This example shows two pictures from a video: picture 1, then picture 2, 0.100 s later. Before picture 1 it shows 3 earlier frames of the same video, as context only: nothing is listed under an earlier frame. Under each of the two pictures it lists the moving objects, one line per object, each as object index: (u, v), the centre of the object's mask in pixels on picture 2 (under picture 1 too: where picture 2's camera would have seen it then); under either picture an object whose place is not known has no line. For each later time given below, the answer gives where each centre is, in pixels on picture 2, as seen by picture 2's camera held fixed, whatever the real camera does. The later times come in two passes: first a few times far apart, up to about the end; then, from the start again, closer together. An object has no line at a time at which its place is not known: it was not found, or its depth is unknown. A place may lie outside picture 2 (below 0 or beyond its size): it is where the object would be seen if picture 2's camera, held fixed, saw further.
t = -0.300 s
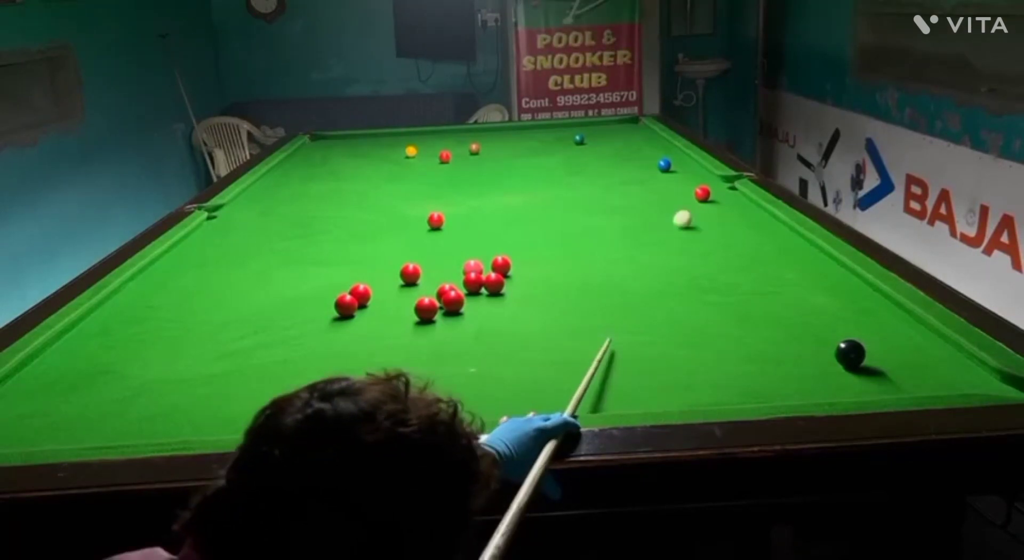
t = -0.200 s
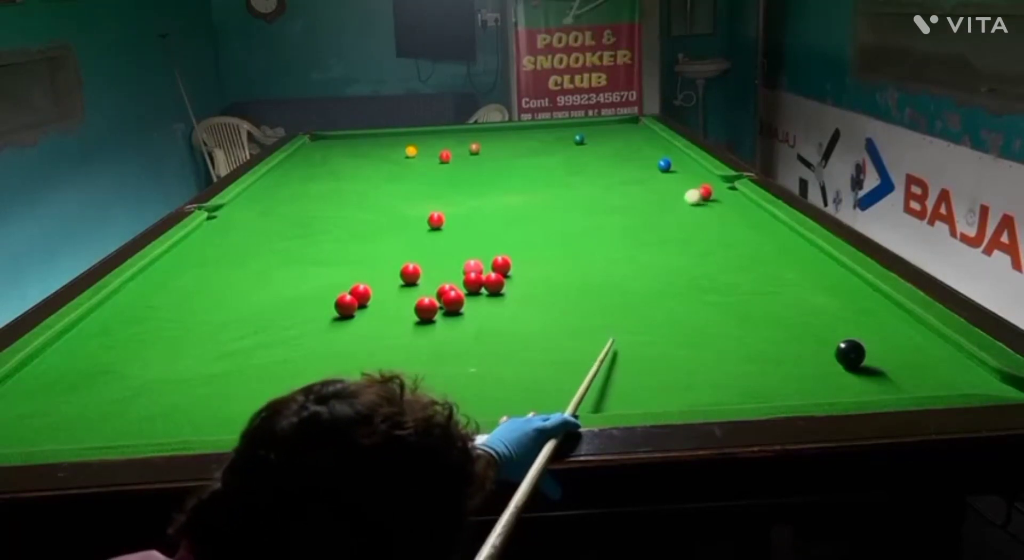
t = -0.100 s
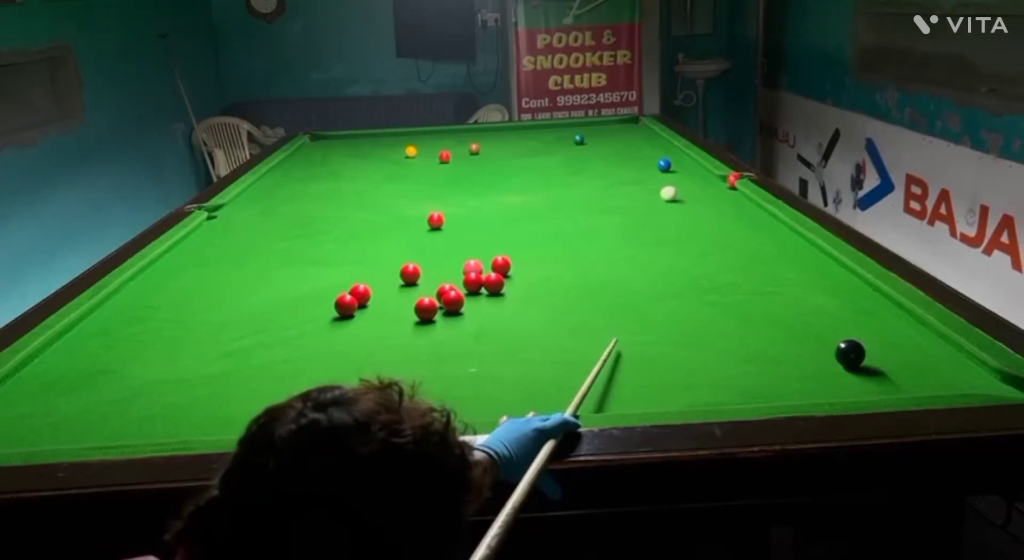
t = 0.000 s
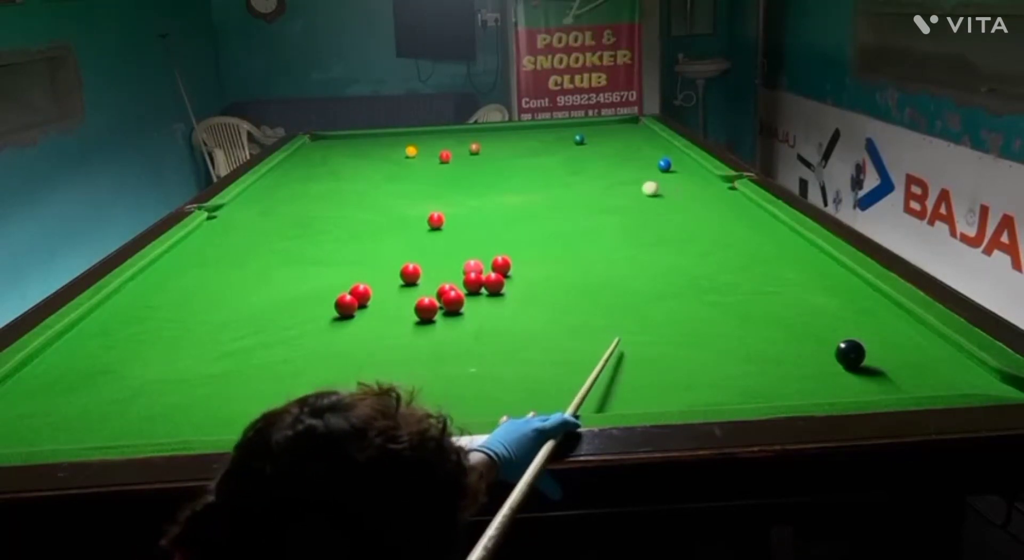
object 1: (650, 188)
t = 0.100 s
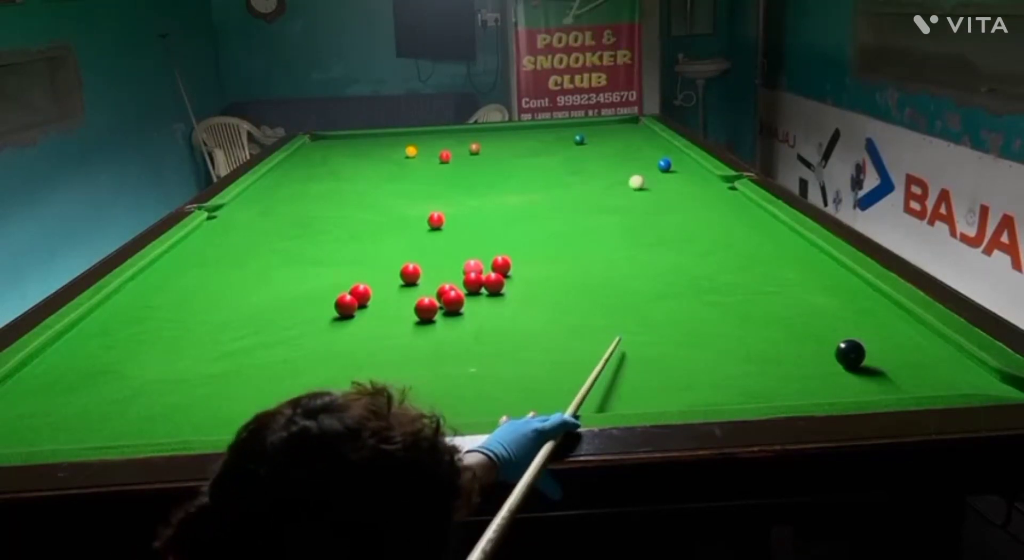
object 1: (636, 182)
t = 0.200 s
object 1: (624, 176)
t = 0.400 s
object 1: (602, 166)
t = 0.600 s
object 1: (584, 157)
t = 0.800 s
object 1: (568, 150)
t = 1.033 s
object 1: (552, 142)
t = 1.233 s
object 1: (540, 136)
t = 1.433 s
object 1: (529, 131)
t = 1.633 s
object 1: (520, 126)
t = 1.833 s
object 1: (516, 130)
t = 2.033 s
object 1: (513, 134)
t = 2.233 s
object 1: (510, 138)
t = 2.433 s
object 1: (507, 142)
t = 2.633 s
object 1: (504, 147)
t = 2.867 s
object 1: (500, 152)
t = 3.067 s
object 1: (497, 156)
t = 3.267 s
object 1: (494, 160)
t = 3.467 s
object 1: (491, 164)
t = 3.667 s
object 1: (488, 168)
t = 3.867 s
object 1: (485, 172)
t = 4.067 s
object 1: (482, 176)
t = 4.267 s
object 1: (478, 180)
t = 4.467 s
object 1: (475, 184)
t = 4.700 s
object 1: (471, 189)
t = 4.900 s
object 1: (468, 192)
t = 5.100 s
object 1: (465, 195)
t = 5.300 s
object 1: (462, 198)
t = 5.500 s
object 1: (460, 201)
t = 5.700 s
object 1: (458, 204)
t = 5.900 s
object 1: (455, 206)
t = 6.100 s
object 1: (453, 207)
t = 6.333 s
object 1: (452, 209)
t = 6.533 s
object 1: (451, 210)
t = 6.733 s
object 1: (451, 211)
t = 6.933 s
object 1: (450, 211)
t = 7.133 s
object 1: (450, 211)
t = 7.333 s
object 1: (450, 211)
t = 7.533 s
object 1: (450, 211)
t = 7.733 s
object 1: (450, 211)
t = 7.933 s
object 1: (450, 211)
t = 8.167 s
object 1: (450, 211)
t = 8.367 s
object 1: (450, 211)
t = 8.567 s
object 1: (450, 211)
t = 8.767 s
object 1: (450, 211)
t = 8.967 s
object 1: (450, 211)
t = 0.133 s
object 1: (632, 180)
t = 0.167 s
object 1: (628, 178)
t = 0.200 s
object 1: (624, 176)
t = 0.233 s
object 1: (620, 174)
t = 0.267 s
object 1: (616, 173)
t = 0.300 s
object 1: (612, 171)
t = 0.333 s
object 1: (609, 169)
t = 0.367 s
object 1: (605, 167)
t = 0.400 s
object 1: (602, 166)
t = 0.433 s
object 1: (599, 165)
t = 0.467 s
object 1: (596, 163)
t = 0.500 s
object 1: (593, 161)
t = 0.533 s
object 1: (589, 160)
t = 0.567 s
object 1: (587, 159)
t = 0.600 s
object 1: (584, 157)
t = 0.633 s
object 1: (581, 156)
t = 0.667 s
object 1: (578, 155)
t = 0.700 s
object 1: (575, 153)
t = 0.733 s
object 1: (573, 152)
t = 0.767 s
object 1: (570, 151)
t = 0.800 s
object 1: (568, 150)
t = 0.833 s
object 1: (565, 148)
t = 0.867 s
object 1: (563, 147)
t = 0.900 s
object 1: (561, 146)
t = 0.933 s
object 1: (558, 145)
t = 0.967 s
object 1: (556, 144)
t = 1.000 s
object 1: (554, 143)
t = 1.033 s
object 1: (552, 142)
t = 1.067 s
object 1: (550, 141)
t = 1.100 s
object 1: (547, 140)
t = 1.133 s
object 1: (545, 139)
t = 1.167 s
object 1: (543, 138)
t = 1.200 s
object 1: (542, 137)
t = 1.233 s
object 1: (540, 136)
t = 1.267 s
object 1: (538, 135)
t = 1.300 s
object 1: (536, 134)
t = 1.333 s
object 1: (534, 133)
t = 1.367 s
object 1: (533, 132)
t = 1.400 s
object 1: (531, 132)
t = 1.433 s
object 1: (529, 131)
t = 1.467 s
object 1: (527, 130)
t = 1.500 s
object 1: (526, 129)
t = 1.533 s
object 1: (524, 129)
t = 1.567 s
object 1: (523, 128)
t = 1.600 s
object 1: (521, 127)
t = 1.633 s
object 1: (520, 126)
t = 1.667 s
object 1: (519, 126)
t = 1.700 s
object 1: (518, 127)
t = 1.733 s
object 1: (518, 127)
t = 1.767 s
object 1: (517, 128)
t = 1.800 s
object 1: (517, 129)
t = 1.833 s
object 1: (516, 130)
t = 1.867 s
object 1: (516, 130)
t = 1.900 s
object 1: (515, 131)
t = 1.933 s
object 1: (515, 132)
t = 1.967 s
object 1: (514, 133)
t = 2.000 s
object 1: (514, 133)
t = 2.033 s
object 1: (513, 134)
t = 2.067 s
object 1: (513, 135)
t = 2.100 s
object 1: (513, 135)
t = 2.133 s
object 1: (512, 136)
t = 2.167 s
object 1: (511, 137)
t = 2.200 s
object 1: (511, 138)
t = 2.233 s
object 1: (510, 138)
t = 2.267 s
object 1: (510, 139)
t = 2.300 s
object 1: (510, 139)
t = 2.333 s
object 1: (509, 140)
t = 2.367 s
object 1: (508, 141)
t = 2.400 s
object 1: (508, 142)
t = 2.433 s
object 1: (507, 142)
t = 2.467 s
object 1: (507, 143)
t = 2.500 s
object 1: (506, 144)
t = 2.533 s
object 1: (506, 144)
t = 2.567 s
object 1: (505, 145)
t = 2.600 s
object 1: (504, 146)
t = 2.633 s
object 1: (504, 147)
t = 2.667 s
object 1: (503, 147)
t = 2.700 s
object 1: (503, 148)
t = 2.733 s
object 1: (502, 149)
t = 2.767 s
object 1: (502, 150)
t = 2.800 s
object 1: (502, 150)
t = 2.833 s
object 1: (501, 151)
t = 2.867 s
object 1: (500, 152)
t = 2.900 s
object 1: (500, 152)
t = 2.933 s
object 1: (499, 153)
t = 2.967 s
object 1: (499, 154)
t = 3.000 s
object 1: (498, 154)
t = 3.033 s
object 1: (498, 155)
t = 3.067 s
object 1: (497, 156)
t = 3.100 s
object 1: (497, 157)
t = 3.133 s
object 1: (496, 157)
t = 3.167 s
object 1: (496, 158)
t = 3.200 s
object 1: (495, 159)
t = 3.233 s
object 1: (495, 159)
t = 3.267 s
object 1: (494, 160)
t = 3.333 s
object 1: (493, 161)
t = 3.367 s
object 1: (493, 162)
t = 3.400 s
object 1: (492, 163)
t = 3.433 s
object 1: (492, 163)
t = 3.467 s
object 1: (491, 164)
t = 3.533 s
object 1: (490, 166)
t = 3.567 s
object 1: (490, 166)
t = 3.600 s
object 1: (489, 167)
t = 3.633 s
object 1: (489, 167)
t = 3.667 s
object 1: (488, 168)
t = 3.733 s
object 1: (487, 170)
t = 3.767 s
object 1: (486, 170)
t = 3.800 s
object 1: (486, 171)
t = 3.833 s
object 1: (485, 172)
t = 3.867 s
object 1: (485, 172)
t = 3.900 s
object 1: (484, 173)
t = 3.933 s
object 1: (484, 174)
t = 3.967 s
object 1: (483, 174)
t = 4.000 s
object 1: (483, 175)
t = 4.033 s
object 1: (482, 176)
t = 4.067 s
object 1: (482, 176)
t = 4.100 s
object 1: (481, 177)
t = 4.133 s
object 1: (480, 178)
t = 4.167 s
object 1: (480, 178)
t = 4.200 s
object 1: (479, 179)
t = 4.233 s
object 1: (479, 180)
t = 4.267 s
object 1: (478, 180)
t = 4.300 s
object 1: (478, 181)
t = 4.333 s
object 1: (477, 181)
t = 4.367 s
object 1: (476, 182)
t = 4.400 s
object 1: (476, 183)
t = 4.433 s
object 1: (475, 183)
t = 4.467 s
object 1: (475, 184)
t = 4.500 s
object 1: (474, 185)
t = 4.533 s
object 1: (474, 185)
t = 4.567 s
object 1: (473, 186)
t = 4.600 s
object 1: (473, 186)
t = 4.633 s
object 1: (472, 187)
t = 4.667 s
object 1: (471, 188)
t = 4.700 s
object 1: (471, 189)
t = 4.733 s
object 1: (470, 189)
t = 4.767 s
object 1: (470, 190)
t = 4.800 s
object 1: (469, 190)
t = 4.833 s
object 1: (469, 191)
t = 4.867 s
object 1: (468, 191)
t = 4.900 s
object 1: (468, 192)
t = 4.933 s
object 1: (468, 192)
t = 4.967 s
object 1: (467, 193)
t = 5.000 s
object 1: (467, 193)
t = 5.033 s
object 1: (466, 194)
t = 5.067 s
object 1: (465, 194)
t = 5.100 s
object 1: (465, 195)
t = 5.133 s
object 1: (464, 196)
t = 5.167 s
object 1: (464, 196)
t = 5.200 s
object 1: (463, 197)
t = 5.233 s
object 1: (463, 197)
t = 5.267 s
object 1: (463, 198)
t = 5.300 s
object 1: (462, 198)
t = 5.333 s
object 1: (462, 199)
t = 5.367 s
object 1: (462, 199)
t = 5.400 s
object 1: (461, 200)
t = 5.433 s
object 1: (461, 200)
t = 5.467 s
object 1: (460, 201)
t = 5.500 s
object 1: (460, 201)
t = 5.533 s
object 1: (460, 202)
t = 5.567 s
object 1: (459, 202)
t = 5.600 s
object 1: (459, 203)
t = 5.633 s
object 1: (458, 203)
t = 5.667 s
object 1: (458, 203)
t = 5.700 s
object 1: (458, 204)
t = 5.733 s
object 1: (457, 204)
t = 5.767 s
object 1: (457, 204)
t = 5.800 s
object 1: (456, 205)
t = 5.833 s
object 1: (456, 205)
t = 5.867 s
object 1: (456, 205)
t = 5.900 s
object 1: (455, 206)
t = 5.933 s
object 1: (455, 206)
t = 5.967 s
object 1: (455, 206)
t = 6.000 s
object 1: (454, 207)
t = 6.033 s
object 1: (454, 207)
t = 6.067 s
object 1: (454, 207)
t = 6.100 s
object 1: (453, 207)
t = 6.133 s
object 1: (453, 208)
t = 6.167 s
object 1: (453, 208)
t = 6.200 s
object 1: (453, 208)
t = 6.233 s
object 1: (453, 208)
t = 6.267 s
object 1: (452, 209)
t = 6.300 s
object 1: (452, 209)
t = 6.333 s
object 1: (452, 209)
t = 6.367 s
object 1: (452, 209)
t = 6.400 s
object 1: (452, 209)
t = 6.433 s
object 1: (452, 210)
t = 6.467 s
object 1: (451, 210)
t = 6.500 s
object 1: (451, 210)
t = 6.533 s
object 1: (451, 210)
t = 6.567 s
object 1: (451, 210)
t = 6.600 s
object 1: (451, 210)
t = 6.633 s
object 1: (451, 210)
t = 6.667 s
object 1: (451, 210)
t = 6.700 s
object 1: (451, 210)
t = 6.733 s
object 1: (451, 211)
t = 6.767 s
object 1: (451, 211)
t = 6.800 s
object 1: (451, 211)
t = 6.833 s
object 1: (451, 211)
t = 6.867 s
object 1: (450, 211)
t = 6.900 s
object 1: (450, 211)
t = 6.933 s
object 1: (450, 211)
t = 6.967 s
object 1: (450, 211)
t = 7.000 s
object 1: (450, 211)
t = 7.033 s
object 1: (450, 211)
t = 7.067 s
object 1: (450, 211)
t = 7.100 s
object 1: (450, 211)
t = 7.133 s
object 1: (450, 211)
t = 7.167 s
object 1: (450, 211)
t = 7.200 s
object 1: (450, 211)
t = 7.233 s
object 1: (450, 211)
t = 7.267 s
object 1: (450, 211)
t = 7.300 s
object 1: (450, 211)
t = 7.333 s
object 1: (450, 211)
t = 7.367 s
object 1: (450, 211)
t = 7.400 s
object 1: (450, 211)
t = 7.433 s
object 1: (450, 211)
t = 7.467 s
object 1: (450, 211)
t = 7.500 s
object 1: (450, 211)
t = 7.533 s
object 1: (450, 211)
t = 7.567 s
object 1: (450, 211)
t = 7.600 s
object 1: (450, 211)
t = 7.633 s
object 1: (450, 211)
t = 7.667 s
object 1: (450, 211)
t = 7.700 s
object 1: (450, 211)
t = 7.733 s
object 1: (450, 211)
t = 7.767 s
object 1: (450, 211)
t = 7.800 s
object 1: (450, 211)
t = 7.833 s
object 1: (450, 211)
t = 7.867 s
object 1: (450, 211)
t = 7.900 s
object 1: (450, 211)
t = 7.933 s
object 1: (450, 211)
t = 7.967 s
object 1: (450, 211)
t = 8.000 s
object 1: (450, 211)
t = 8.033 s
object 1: (450, 211)
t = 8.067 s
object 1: (450, 211)
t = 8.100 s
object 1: (450, 211)
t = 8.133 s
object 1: (450, 211)
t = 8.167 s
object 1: (450, 211)
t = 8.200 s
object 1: (450, 211)
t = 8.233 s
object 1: (450, 211)
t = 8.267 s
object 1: (450, 211)
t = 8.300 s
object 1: (450, 211)
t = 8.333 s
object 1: (450, 211)
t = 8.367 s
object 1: (450, 211)
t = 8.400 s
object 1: (450, 211)
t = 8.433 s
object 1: (450, 211)
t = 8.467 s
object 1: (450, 211)
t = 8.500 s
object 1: (450, 211)
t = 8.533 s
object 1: (450, 211)
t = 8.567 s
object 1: (450, 211)
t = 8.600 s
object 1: (450, 211)
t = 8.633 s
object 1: (450, 211)
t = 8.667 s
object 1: (450, 211)
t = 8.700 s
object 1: (450, 211)
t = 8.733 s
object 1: (450, 211)
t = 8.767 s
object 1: (450, 211)
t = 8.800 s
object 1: (450, 211)
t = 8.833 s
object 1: (450, 211)
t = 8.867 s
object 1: (450, 211)
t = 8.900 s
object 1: (450, 211)
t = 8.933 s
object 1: (450, 211)
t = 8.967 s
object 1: (450, 211)
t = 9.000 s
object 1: (450, 211)
